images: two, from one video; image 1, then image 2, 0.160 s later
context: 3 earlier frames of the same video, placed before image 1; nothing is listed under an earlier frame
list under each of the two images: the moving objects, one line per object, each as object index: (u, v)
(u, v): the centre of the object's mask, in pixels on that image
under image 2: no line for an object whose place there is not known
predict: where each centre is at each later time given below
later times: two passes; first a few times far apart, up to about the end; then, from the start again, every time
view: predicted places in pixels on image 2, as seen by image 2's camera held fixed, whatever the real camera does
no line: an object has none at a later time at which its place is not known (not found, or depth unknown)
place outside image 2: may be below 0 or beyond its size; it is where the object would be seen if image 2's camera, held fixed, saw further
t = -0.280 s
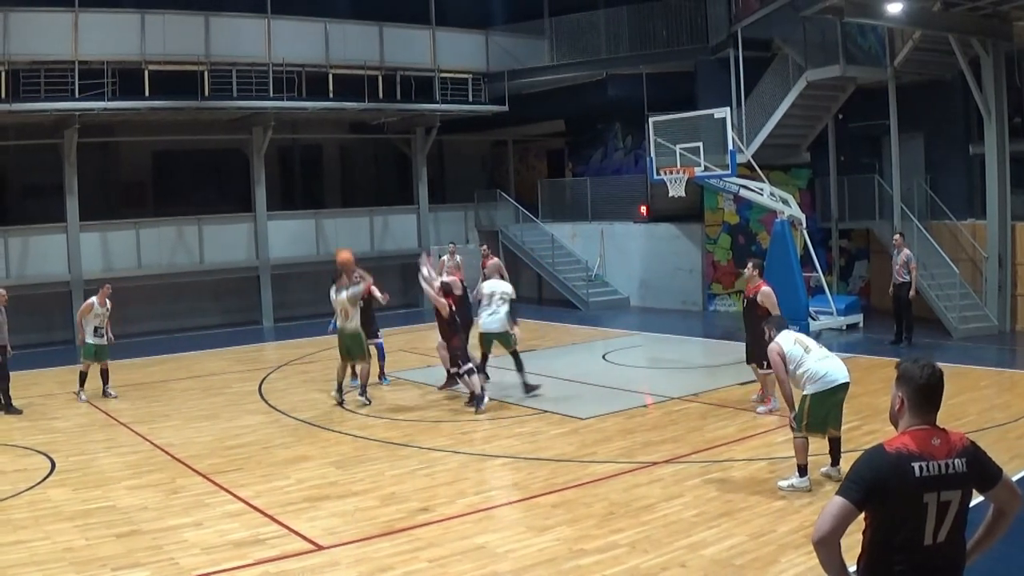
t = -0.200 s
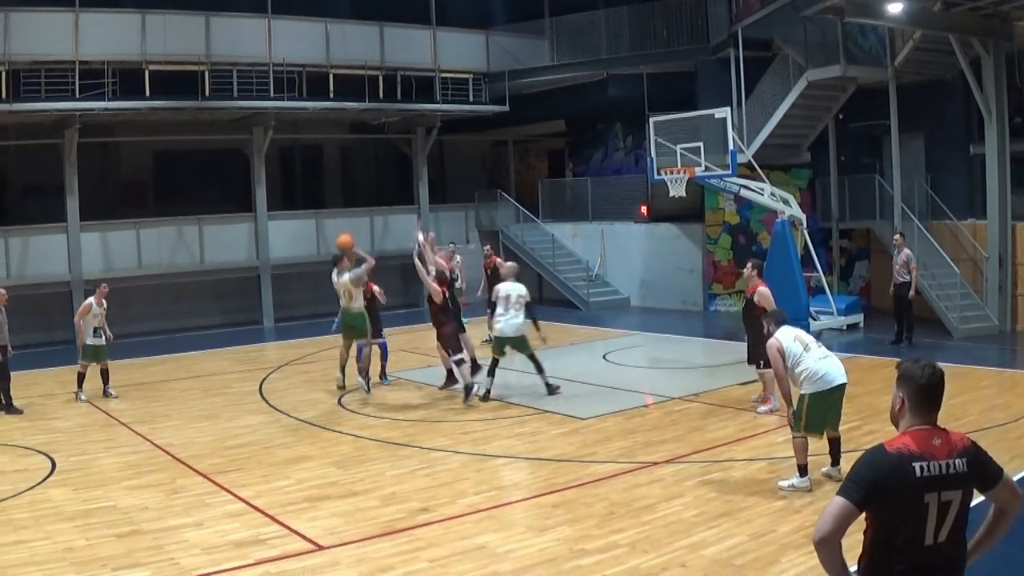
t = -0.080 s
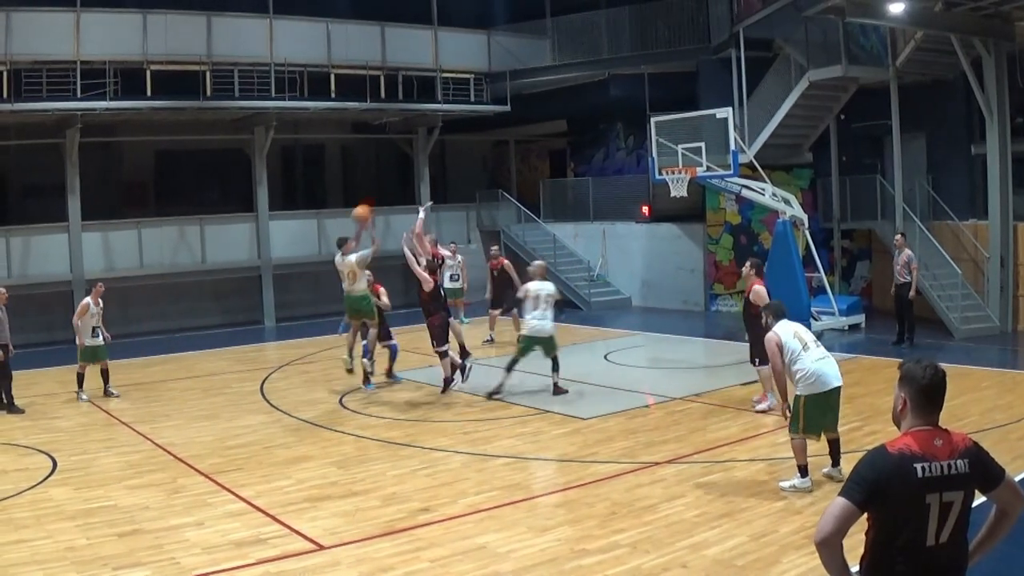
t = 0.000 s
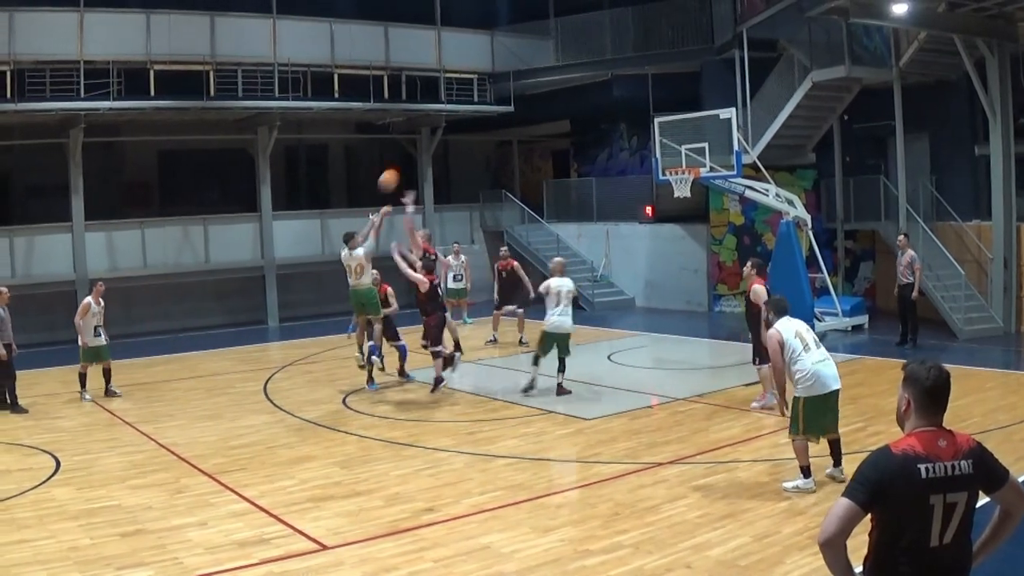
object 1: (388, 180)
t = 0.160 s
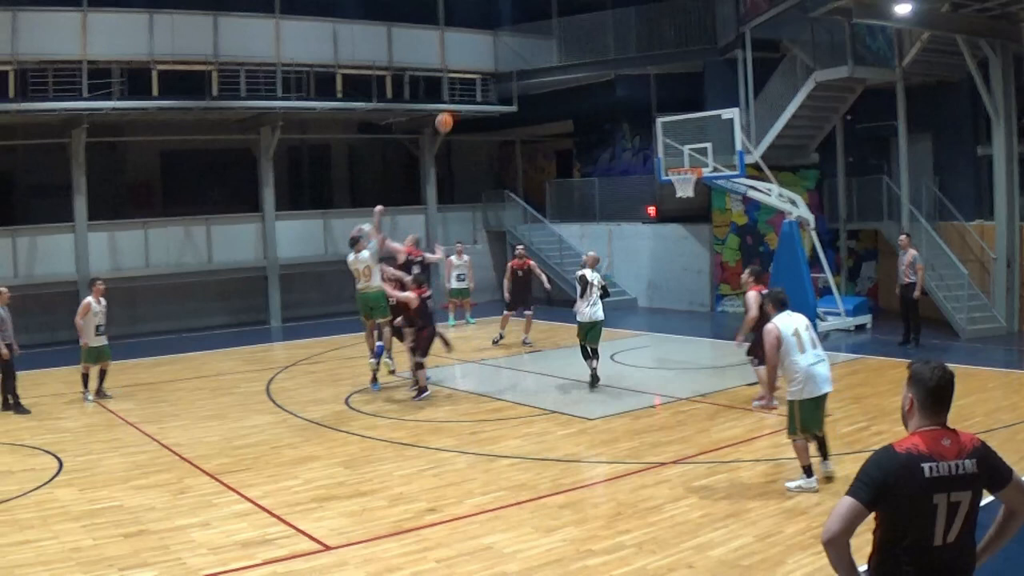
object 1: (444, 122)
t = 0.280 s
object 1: (480, 92)
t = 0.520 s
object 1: (547, 67)
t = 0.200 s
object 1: (456, 111)
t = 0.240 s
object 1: (469, 100)
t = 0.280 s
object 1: (480, 92)
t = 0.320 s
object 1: (492, 85)
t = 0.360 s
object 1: (503, 80)
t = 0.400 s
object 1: (514, 74)
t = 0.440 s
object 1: (526, 71)
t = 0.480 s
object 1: (537, 68)
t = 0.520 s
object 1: (547, 67)
